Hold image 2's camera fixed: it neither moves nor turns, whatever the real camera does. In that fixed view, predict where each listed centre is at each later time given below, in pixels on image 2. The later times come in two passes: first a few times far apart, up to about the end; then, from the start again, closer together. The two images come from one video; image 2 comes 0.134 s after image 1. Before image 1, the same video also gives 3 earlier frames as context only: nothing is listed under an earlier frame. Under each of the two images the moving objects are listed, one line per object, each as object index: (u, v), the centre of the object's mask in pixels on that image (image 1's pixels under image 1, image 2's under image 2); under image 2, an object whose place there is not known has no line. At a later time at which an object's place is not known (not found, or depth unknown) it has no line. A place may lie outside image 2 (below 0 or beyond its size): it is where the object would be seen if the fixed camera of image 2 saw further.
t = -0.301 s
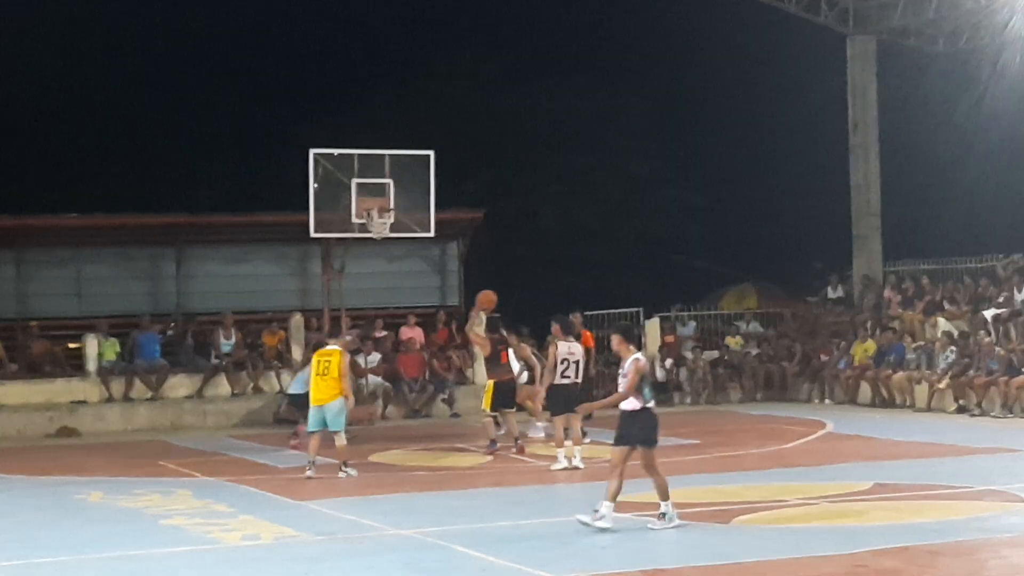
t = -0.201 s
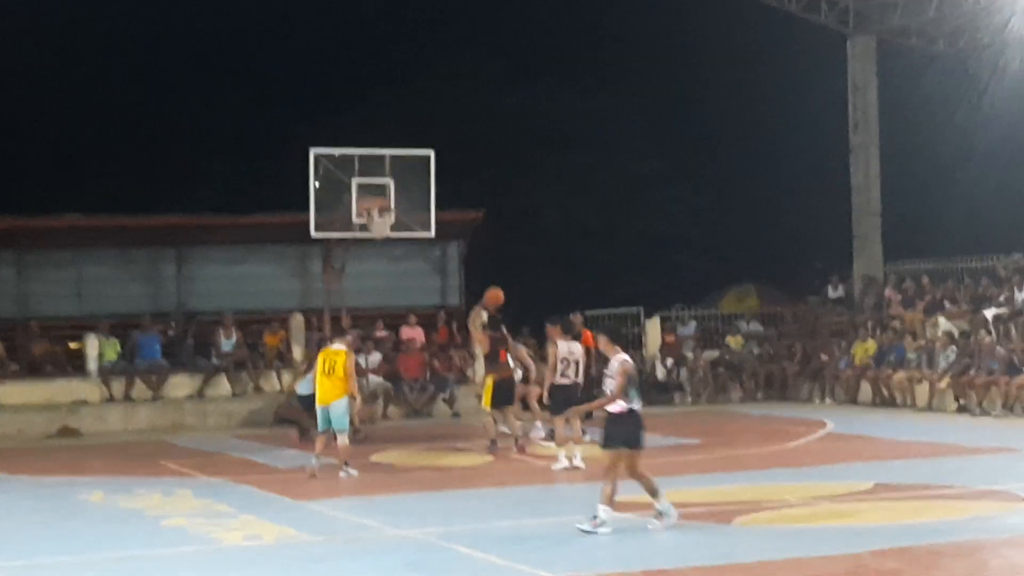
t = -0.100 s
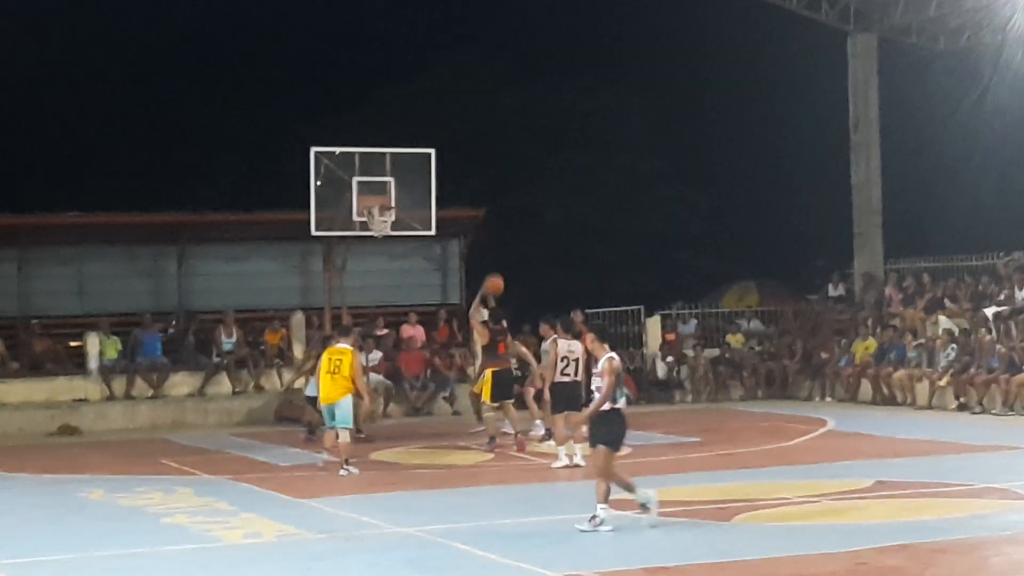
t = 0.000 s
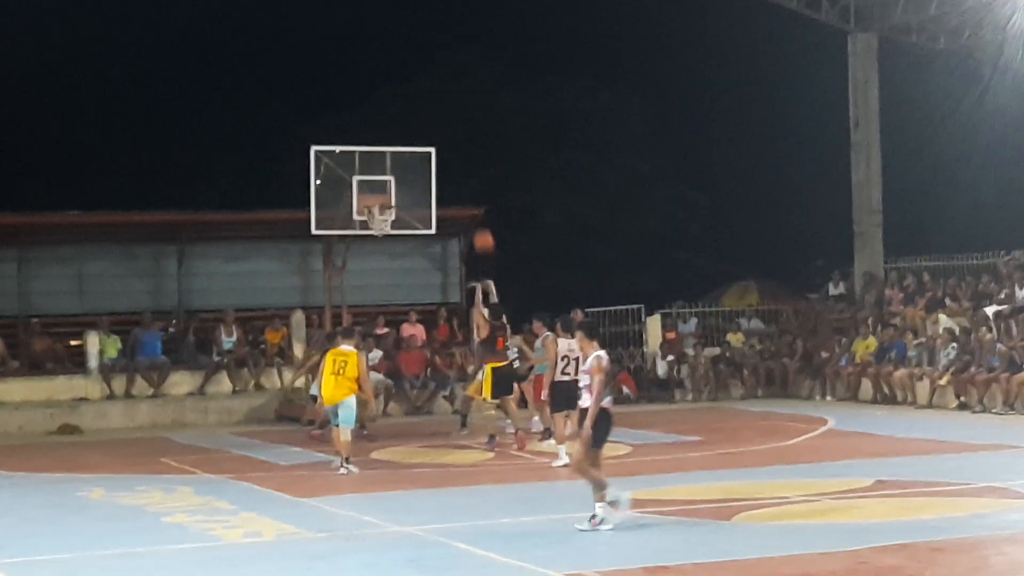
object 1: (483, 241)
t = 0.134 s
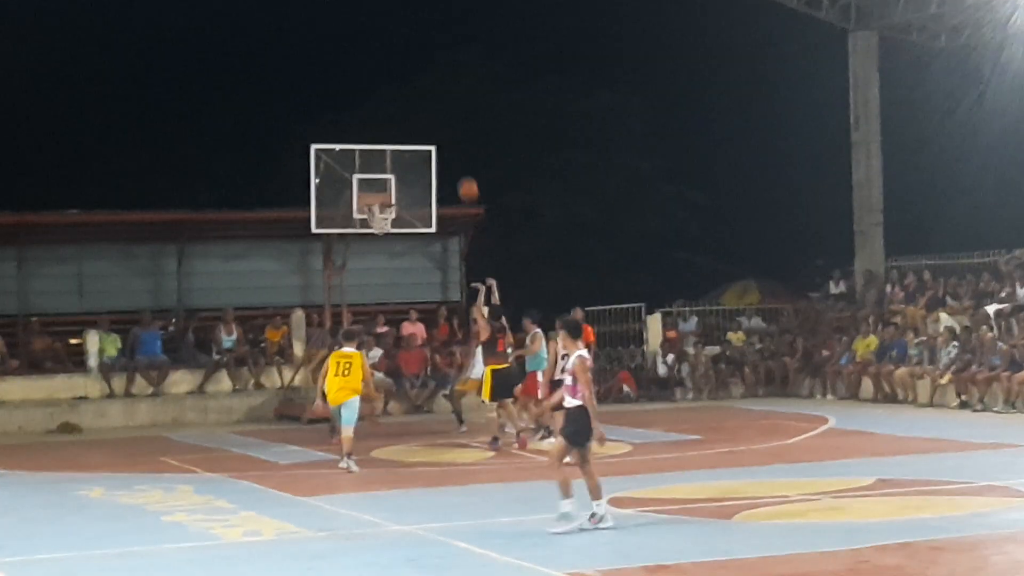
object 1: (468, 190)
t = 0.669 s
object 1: (416, 135)
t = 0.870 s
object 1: (400, 169)
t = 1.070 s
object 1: (406, 194)
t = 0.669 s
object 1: (416, 135)
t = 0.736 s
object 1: (410, 143)
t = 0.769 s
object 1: (407, 148)
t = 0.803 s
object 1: (405, 155)
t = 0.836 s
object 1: (403, 161)
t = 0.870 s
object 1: (400, 169)
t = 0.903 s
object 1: (398, 178)
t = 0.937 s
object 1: (396, 187)
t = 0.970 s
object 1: (393, 198)
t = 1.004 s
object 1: (395, 198)
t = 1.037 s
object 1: (402, 195)
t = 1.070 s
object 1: (406, 194)
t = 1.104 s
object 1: (409, 193)
